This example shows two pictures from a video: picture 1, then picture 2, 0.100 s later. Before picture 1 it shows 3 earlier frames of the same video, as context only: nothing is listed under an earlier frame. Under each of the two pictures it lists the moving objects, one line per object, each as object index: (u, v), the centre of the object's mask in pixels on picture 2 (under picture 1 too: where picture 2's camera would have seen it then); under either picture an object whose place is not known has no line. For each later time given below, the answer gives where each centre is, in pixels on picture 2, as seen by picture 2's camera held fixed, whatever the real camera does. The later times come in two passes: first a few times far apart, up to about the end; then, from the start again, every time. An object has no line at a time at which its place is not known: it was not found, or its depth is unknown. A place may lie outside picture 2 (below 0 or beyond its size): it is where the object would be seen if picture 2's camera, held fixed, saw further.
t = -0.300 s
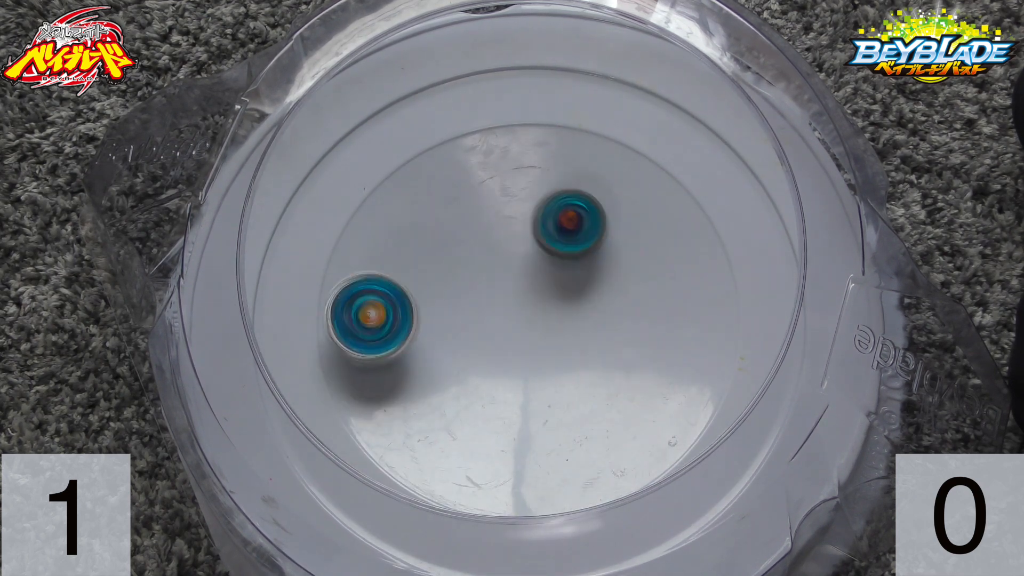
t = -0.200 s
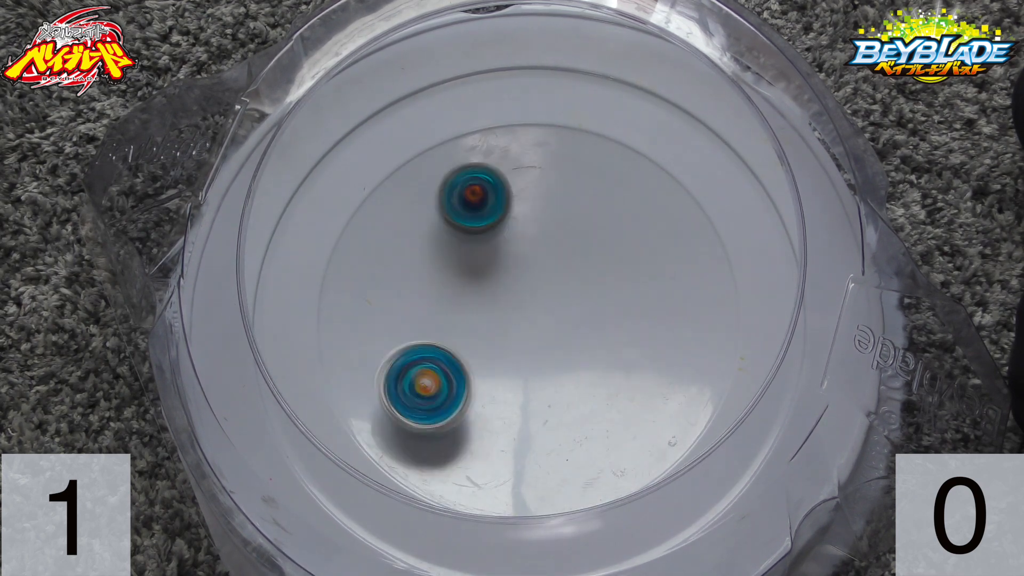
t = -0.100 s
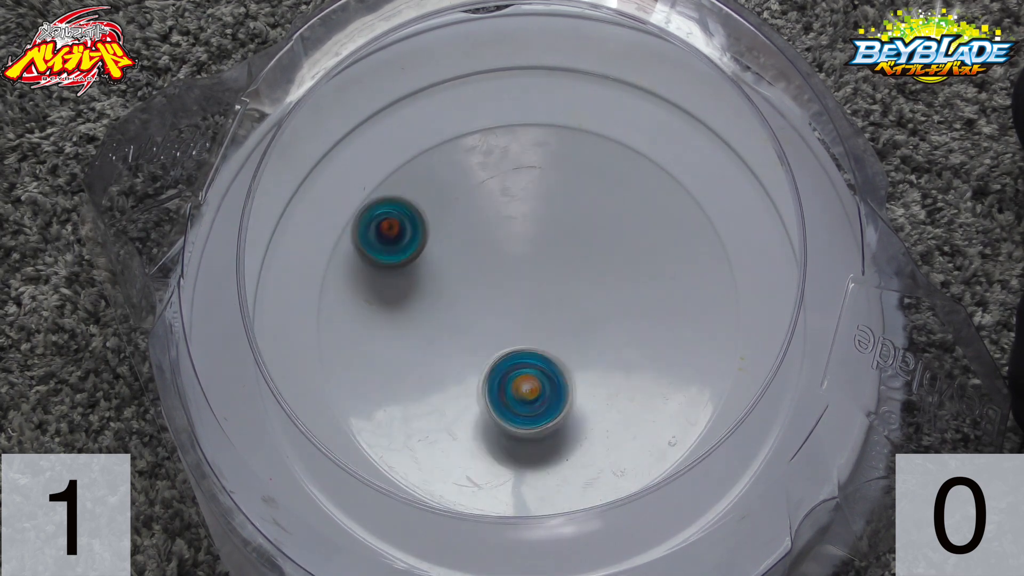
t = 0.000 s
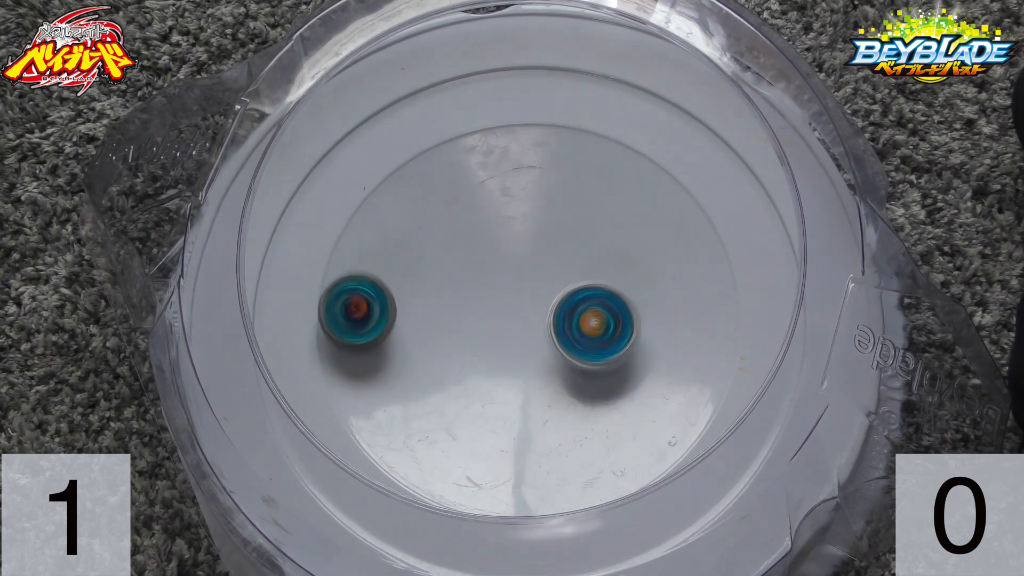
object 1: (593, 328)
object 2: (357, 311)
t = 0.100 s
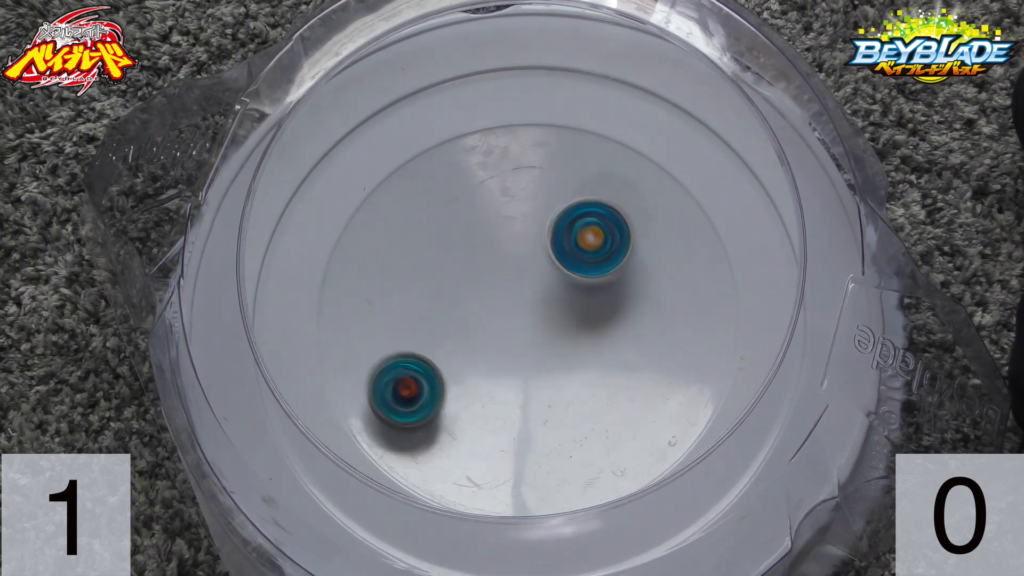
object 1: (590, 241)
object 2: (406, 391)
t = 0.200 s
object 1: (535, 192)
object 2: (510, 411)
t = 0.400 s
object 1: (433, 276)
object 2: (621, 260)
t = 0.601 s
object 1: (571, 353)
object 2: (493, 165)
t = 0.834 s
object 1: (603, 223)
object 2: (428, 329)
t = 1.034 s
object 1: (488, 271)
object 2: (614, 355)
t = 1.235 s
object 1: (538, 384)
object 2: (636, 210)
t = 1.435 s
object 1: (637, 329)
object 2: (489, 227)
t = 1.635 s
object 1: (536, 263)
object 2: (518, 390)
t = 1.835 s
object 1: (456, 356)
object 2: (665, 343)
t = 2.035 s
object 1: (547, 404)
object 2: (584, 243)
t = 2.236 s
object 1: (565, 291)
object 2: (460, 343)
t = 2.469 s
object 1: (434, 281)
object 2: (588, 424)
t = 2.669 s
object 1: (474, 372)
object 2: (600, 294)
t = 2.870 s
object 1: (575, 303)
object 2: (445, 290)
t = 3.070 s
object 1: (518, 214)
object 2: (452, 417)
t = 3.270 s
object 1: (457, 295)
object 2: (582, 362)
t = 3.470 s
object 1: (564, 353)
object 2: (513, 234)
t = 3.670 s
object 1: (624, 269)
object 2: (398, 295)
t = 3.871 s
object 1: (526, 245)
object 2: (502, 382)
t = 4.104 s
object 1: (505, 375)
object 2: (589, 242)
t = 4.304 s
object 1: (607, 368)
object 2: (474, 201)
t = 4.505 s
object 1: (561, 278)
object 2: (463, 336)
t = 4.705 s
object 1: (453, 312)
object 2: (617, 337)
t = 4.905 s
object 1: (491, 394)
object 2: (617, 219)
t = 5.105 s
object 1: (568, 317)
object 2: (490, 253)
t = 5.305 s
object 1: (498, 240)
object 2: (527, 394)
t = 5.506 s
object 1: (445, 309)
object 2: (653, 351)
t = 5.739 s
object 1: (567, 331)
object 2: (556, 251)
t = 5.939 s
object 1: (583, 239)
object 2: (450, 354)
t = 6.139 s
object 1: (494, 264)
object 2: (543, 431)
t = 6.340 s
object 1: (525, 362)
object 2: (602, 320)
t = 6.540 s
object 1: (613, 338)
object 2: (474, 257)
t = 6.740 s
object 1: (554, 273)
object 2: (412, 359)
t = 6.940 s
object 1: (470, 328)
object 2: (539, 388)
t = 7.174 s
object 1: (537, 385)
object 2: (557, 236)
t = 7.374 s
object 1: (553, 293)
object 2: (438, 233)
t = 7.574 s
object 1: (475, 256)
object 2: (463, 365)
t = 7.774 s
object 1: (476, 309)
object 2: (612, 349)
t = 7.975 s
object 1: (540, 296)
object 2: (629, 217)
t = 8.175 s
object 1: (529, 332)
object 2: (530, 178)
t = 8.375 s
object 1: (549, 312)
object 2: (459, 302)
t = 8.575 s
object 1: (537, 292)
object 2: (528, 419)
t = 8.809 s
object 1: (541, 336)
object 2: (646, 356)
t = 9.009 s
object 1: (512, 326)
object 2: (590, 251)
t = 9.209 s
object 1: (516, 354)
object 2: (455, 282)
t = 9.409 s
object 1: (514, 302)
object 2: (468, 400)
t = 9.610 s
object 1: (479, 310)
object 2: (586, 375)
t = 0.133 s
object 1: (576, 222)
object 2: (437, 405)
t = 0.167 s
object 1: (558, 205)
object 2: (473, 413)
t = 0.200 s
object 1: (535, 192)
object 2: (510, 411)
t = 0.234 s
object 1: (509, 188)
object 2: (544, 400)
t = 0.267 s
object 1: (484, 190)
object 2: (575, 380)
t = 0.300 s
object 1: (459, 202)
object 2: (600, 354)
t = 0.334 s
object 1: (442, 222)
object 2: (616, 325)
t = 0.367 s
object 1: (433, 247)
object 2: (623, 292)
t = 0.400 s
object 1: (433, 276)
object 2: (621, 260)
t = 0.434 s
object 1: (443, 304)
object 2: (611, 231)
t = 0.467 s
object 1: (459, 329)
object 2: (595, 206)
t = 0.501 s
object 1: (483, 349)
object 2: (574, 187)
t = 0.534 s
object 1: (510, 360)
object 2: (550, 173)
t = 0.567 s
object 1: (540, 361)
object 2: (522, 166)
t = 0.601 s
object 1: (571, 353)
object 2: (493, 165)
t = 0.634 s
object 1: (598, 337)
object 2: (465, 171)
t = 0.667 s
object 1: (614, 317)
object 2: (441, 186)
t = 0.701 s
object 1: (626, 297)
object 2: (421, 208)
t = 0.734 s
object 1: (629, 276)
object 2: (409, 236)
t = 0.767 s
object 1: (628, 255)
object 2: (405, 269)
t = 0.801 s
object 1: (618, 236)
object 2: (412, 300)
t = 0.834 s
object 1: (603, 223)
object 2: (428, 329)
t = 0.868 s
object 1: (583, 214)
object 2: (452, 355)
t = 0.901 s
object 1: (561, 214)
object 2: (483, 373)
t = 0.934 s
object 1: (540, 220)
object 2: (517, 384)
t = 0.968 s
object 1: (519, 231)
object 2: (553, 383)
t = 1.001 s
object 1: (501, 250)
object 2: (586, 372)
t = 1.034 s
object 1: (488, 271)
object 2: (614, 355)
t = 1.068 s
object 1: (481, 294)
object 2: (637, 333)
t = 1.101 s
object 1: (482, 318)
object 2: (651, 308)
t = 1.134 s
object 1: (489, 341)
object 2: (658, 282)
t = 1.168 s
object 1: (500, 360)
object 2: (657, 255)
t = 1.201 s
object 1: (518, 376)
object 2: (650, 232)
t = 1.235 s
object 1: (538, 384)
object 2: (636, 210)
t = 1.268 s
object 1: (560, 387)
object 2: (616, 194)
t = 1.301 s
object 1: (582, 385)
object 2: (591, 184)
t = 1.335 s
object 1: (601, 378)
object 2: (562, 181)
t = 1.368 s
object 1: (619, 366)
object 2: (535, 188)
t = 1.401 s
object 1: (631, 349)
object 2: (510, 204)
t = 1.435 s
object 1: (637, 329)
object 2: (489, 227)
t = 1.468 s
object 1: (632, 310)
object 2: (473, 254)
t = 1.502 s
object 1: (622, 292)
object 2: (464, 286)
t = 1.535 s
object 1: (605, 279)
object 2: (464, 317)
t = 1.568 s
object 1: (584, 268)
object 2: (474, 346)
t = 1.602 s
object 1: (561, 263)
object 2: (492, 371)
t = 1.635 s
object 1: (536, 263)
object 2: (518, 390)
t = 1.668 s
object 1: (513, 269)
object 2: (548, 399)
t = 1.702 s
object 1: (493, 281)
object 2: (578, 400)
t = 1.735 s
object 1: (476, 296)
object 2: (607, 394)
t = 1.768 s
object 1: (464, 315)
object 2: (632, 381)
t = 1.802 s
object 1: (457, 336)
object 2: (652, 363)
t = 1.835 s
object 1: (456, 356)
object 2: (665, 343)
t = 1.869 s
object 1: (462, 376)
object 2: (670, 319)
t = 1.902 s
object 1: (473, 393)
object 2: (667, 296)
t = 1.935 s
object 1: (488, 406)
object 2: (654, 276)
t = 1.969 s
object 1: (506, 412)
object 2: (635, 259)
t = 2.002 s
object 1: (526, 411)
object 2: (611, 249)
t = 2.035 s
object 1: (547, 404)
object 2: (584, 243)
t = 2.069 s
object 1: (564, 390)
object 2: (555, 244)
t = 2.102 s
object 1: (577, 372)
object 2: (525, 252)
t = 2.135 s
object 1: (584, 351)
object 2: (499, 267)
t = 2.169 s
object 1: (583, 329)
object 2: (478, 289)
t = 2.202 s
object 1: (577, 309)
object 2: (465, 315)
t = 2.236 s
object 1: (565, 291)
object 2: (460, 343)
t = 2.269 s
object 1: (551, 275)
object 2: (464, 371)
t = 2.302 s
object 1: (532, 263)
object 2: (475, 395)
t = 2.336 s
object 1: (510, 257)
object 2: (492, 415)
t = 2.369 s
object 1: (489, 255)
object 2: (514, 429)
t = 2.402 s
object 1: (468, 259)
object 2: (539, 434)
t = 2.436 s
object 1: (450, 268)
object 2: (565, 432)
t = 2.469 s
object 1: (434, 281)
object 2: (588, 424)
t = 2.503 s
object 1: (424, 296)
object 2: (607, 408)
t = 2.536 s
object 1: (421, 315)
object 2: (620, 386)
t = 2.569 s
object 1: (424, 334)
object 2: (625, 362)
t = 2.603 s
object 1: (435, 352)
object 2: (624, 339)
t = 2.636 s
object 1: (453, 365)
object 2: (616, 315)
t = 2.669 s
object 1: (474, 372)
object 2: (600, 294)
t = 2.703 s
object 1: (499, 374)
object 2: (579, 277)
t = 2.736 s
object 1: (523, 369)
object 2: (554, 264)
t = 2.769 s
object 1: (543, 357)
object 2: (525, 260)
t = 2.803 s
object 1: (559, 342)
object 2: (495, 263)
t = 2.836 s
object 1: (570, 324)
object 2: (468, 273)
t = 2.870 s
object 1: (575, 303)
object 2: (445, 290)
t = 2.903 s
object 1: (577, 282)
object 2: (428, 311)
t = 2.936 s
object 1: (573, 262)
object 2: (418, 335)
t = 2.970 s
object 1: (565, 244)
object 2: (416, 359)
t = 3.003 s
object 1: (552, 230)
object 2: (421, 381)
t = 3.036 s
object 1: (536, 220)
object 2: (433, 401)
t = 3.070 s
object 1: (518, 214)
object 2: (452, 417)
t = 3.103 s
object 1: (499, 215)
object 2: (475, 424)
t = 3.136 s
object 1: (481, 221)
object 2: (501, 426)
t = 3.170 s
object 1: (467, 234)
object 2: (525, 418)
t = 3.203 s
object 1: (458, 252)
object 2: (548, 404)
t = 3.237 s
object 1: (454, 273)
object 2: (568, 385)
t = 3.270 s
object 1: (457, 295)
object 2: (582, 362)
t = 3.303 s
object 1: (466, 317)
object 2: (588, 336)
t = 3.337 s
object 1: (481, 334)
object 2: (585, 309)
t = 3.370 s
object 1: (499, 347)
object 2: (576, 284)
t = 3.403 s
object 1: (520, 355)
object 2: (560, 261)
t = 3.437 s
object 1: (542, 356)
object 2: (538, 244)
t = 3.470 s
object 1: (564, 353)
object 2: (513, 234)
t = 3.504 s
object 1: (583, 346)
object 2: (485, 231)
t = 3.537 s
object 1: (599, 334)
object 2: (460, 233)
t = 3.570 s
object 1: (613, 318)
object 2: (436, 242)
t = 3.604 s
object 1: (622, 303)
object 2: (418, 256)
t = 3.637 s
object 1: (626, 286)
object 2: (404, 274)
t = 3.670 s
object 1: (624, 269)
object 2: (398, 295)
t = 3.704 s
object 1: (617, 253)
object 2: (399, 317)
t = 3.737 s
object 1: (605, 242)
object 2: (408, 339)
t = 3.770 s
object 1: (587, 234)
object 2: (425, 358)
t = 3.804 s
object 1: (567, 232)
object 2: (447, 371)
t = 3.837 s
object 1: (546, 236)
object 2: (473, 381)
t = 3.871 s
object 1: (526, 245)
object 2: (502, 382)
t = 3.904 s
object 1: (508, 260)
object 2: (532, 378)
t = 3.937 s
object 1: (495, 278)
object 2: (558, 364)
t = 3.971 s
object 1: (486, 298)
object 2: (578, 343)
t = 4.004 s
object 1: (484, 319)
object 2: (592, 319)
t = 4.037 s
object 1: (487, 340)
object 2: (597, 293)
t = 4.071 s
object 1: (493, 359)
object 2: (597, 266)
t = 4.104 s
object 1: (505, 375)
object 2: (589, 242)
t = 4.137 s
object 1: (521, 386)
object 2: (576, 221)
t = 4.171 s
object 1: (540, 393)
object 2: (559, 205)
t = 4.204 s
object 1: (559, 394)
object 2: (538, 195)
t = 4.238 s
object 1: (578, 391)
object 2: (517, 190)
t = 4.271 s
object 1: (595, 382)
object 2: (494, 193)
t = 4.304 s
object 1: (607, 368)
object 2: (474, 201)
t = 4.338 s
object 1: (613, 352)
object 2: (457, 216)
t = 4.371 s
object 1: (614, 334)
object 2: (446, 236)
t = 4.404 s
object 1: (608, 316)
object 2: (439, 259)
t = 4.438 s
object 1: (596, 300)
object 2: (440, 285)
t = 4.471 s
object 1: (580, 288)
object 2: (447, 312)
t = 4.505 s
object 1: (561, 278)
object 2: (463, 336)
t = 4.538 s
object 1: (541, 272)
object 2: (484, 356)
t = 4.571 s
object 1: (520, 272)
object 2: (511, 368)
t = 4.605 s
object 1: (499, 276)
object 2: (541, 371)
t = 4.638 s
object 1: (480, 285)
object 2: (570, 366)
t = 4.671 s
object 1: (465, 297)
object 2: (596, 354)
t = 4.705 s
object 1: (453, 312)
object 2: (617, 337)
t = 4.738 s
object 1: (445, 328)
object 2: (633, 316)
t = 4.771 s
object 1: (444, 346)
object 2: (643, 295)
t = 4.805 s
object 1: (448, 363)
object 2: (645, 273)
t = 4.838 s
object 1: (457, 378)
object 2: (642, 251)
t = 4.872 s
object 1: (472, 389)
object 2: (632, 233)
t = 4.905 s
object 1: (491, 394)
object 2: (617, 219)
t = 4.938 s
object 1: (511, 393)
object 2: (598, 210)
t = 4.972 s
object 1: (529, 386)
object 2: (576, 206)
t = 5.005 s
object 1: (547, 373)
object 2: (553, 208)
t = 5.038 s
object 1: (559, 357)
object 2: (530, 217)
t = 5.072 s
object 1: (567, 338)
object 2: (508, 232)
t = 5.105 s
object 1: (568, 317)
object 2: (490, 253)
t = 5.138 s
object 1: (565, 299)
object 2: (477, 278)
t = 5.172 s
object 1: (558, 281)
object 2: (471, 306)
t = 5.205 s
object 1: (547, 264)
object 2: (474, 333)
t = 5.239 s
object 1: (533, 252)
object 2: (485, 359)
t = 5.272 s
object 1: (517, 244)
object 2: (503, 379)
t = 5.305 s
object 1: (498, 240)
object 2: (527, 394)
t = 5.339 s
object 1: (480, 241)
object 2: (553, 401)
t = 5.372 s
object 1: (463, 247)
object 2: (579, 401)
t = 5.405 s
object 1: (449, 257)
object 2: (603, 395)
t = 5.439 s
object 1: (442, 272)
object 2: (625, 384)
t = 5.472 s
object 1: (441, 291)
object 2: (642, 369)
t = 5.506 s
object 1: (445, 309)
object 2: (653, 351)
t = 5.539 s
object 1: (456, 326)
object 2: (658, 330)
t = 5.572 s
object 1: (472, 339)
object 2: (654, 310)
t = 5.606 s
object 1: (492, 348)
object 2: (645, 291)
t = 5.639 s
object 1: (513, 351)
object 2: (629, 275)
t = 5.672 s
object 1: (532, 350)
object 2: (608, 262)
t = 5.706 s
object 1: (552, 342)
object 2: (584, 253)
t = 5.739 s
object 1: (567, 331)
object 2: (556, 251)
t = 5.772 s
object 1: (580, 318)
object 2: (528, 255)
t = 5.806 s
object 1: (589, 302)
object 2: (502, 266)
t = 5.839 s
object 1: (595, 286)
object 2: (480, 283)
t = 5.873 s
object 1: (595, 269)
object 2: (463, 304)
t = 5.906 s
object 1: (592, 253)
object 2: (452, 329)
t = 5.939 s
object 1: (583, 239)
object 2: (450, 354)
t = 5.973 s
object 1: (571, 230)
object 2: (454, 377)
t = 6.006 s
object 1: (555, 225)
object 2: (464, 398)
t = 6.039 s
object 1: (539, 226)
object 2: (479, 416)
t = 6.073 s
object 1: (521, 234)
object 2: (499, 429)
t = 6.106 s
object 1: (506, 247)
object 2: (521, 433)
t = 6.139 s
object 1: (494, 264)
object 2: (543, 431)
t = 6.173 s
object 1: (487, 282)
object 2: (564, 422)
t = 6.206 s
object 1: (487, 301)
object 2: (583, 409)
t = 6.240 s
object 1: (490, 318)
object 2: (597, 390)
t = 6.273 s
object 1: (499, 336)
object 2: (605, 367)
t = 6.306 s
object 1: (510, 351)
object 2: (607, 344)
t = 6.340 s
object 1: (525, 362)
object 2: (602, 320)
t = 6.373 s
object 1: (542, 368)
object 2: (591, 298)
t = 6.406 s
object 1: (559, 370)
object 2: (573, 279)
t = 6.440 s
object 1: (577, 367)
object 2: (553, 264)
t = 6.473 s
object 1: (593, 361)
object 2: (528, 256)
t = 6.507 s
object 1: (606, 351)
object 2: (501, 253)
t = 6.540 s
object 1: (613, 338)
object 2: (474, 257)
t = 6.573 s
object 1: (617, 322)
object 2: (451, 266)
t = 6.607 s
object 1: (613, 308)
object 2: (432, 281)
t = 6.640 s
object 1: (603, 294)
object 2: (418, 298)
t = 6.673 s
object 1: (590, 284)
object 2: (409, 318)
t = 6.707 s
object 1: (573, 277)
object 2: (407, 339)
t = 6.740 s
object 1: (554, 273)
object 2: (412, 359)
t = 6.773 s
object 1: (536, 274)
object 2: (423, 376)
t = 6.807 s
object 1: (518, 279)
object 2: (442, 391)
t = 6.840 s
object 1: (501, 287)
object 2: (464, 400)
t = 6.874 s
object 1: (488, 299)
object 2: (489, 403)
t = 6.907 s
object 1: (476, 313)
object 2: (515, 400)
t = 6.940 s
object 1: (470, 328)
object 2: (539, 388)
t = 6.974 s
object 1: (468, 344)
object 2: (560, 370)
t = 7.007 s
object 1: (470, 360)
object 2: (576, 350)
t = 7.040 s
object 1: (478, 374)
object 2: (584, 326)
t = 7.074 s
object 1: (490, 386)
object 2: (586, 301)
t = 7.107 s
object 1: (504, 391)
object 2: (583, 277)
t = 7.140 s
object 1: (521, 391)
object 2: (573, 255)
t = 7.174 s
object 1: (537, 385)
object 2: (557, 236)
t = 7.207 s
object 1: (552, 373)
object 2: (538, 221)
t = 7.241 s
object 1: (562, 358)
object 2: (516, 213)
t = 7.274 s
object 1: (566, 342)
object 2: (494, 211)
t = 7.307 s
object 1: (566, 325)
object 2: (473, 212)
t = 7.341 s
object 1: (561, 308)
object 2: (453, 220)
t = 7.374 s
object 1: (553, 293)
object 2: (438, 233)
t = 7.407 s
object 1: (541, 280)
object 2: (427, 252)
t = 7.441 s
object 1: (528, 269)
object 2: (422, 272)
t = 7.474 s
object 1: (512, 262)
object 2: (425, 296)
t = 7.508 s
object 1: (496, 260)
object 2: (433, 318)
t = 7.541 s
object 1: (484, 258)
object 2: (445, 343)
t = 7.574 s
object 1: (475, 256)
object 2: (463, 365)
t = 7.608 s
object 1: (462, 257)
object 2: (487, 379)
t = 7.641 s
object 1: (454, 264)
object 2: (514, 387)
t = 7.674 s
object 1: (451, 275)
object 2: (542, 386)
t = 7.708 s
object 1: (455, 287)
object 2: (570, 379)
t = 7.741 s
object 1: (463, 300)
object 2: (593, 366)
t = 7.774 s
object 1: (476, 309)
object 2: (612, 349)
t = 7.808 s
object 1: (492, 313)
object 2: (626, 328)
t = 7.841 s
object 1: (509, 313)
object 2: (633, 307)
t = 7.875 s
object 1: (526, 310)
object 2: (634, 285)
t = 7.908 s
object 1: (541, 304)
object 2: (630, 264)
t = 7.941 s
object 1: (548, 296)
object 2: (624, 243)
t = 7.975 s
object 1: (540, 296)
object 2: (629, 217)
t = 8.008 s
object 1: (533, 297)
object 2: (624, 198)
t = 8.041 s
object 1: (527, 301)
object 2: (610, 183)
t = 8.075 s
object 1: (523, 309)
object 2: (593, 173)
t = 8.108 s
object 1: (521, 317)
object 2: (573, 169)
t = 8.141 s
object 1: (524, 326)
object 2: (551, 171)
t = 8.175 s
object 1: (529, 332)
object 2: (530, 178)
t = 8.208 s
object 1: (536, 335)
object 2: (511, 189)
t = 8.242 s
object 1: (543, 334)
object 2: (493, 206)
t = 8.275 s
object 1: (549, 331)
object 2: (478, 225)
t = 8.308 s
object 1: (552, 326)
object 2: (467, 248)
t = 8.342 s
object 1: (553, 319)
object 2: (460, 274)
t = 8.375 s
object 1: (549, 312)
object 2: (459, 302)
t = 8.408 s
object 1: (548, 308)
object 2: (458, 328)
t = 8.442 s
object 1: (551, 303)
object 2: (461, 352)
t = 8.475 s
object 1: (550, 298)
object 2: (472, 375)
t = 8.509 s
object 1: (548, 294)
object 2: (487, 395)
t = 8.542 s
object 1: (542, 292)
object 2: (507, 410)
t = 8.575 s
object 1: (537, 292)
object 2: (528, 419)
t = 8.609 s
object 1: (531, 296)
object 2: (551, 424)
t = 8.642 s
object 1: (526, 301)
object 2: (574, 423)
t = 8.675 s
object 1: (522, 309)
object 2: (596, 418)
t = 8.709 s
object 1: (522, 318)
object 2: (614, 407)
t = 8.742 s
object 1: (525, 327)
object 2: (630, 393)
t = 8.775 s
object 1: (532, 333)
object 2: (641, 375)
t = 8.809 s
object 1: (541, 336)
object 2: (646, 356)
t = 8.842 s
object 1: (549, 334)
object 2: (646, 335)
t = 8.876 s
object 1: (553, 329)
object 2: (641, 315)
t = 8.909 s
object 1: (544, 324)
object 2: (638, 296)
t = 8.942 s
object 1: (533, 322)
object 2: (626, 277)
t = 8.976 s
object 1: (523, 322)
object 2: (610, 263)
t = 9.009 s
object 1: (512, 326)
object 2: (590, 251)
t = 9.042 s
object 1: (504, 333)
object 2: (567, 243)
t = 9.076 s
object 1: (498, 340)
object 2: (543, 240)
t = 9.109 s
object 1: (498, 348)
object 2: (518, 243)
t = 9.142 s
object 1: (501, 354)
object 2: (494, 251)
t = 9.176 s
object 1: (507, 356)
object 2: (472, 264)
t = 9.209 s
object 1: (516, 354)
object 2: (455, 282)
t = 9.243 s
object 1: (521, 349)
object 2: (443, 303)
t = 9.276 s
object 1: (526, 340)
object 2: (437, 324)
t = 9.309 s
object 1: (527, 330)
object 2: (436, 346)
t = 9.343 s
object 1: (525, 320)
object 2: (442, 367)
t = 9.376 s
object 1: (521, 310)
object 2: (453, 385)
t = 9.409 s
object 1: (514, 302)
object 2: (468, 400)
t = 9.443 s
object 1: (506, 296)
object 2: (487, 411)
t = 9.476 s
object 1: (496, 293)
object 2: (509, 415)
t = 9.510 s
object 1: (487, 293)
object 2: (531, 413)
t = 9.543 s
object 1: (481, 297)
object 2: (552, 404)
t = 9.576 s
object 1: (478, 303)
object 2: (571, 392)
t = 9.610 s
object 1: (479, 310)
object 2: (586, 375)
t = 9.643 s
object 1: (484, 315)
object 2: (597, 356)
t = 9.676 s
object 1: (492, 319)
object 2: (601, 334)
